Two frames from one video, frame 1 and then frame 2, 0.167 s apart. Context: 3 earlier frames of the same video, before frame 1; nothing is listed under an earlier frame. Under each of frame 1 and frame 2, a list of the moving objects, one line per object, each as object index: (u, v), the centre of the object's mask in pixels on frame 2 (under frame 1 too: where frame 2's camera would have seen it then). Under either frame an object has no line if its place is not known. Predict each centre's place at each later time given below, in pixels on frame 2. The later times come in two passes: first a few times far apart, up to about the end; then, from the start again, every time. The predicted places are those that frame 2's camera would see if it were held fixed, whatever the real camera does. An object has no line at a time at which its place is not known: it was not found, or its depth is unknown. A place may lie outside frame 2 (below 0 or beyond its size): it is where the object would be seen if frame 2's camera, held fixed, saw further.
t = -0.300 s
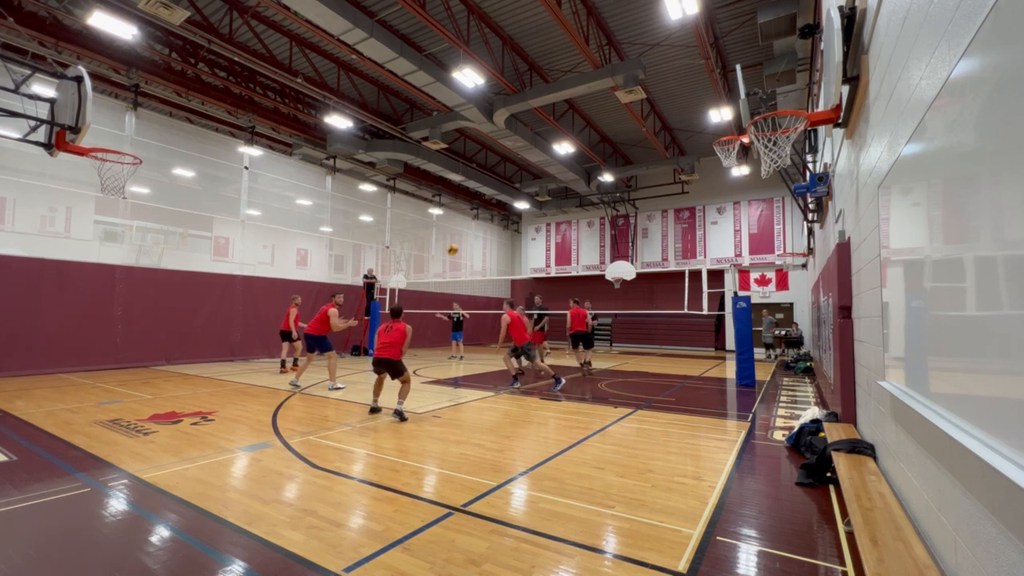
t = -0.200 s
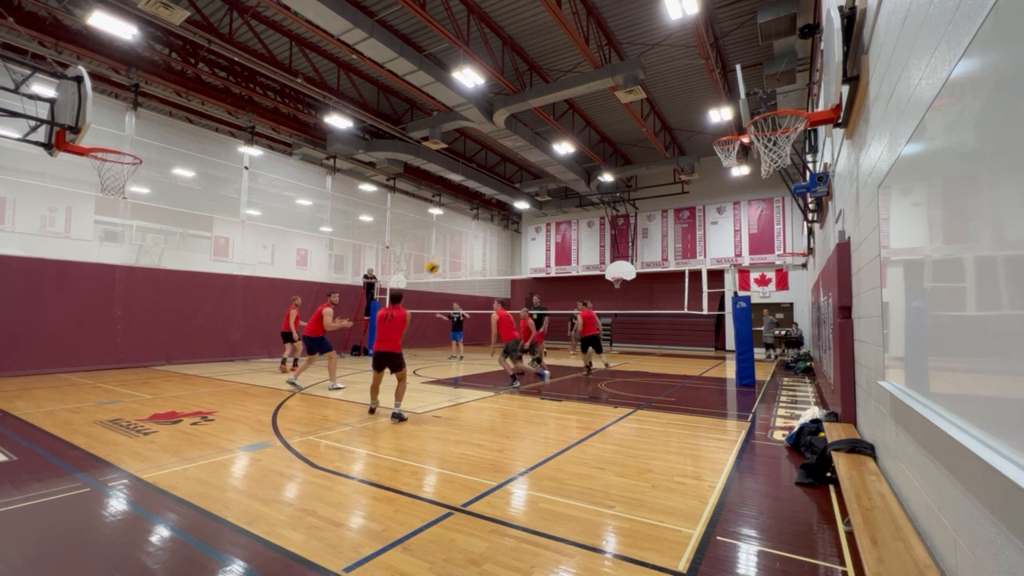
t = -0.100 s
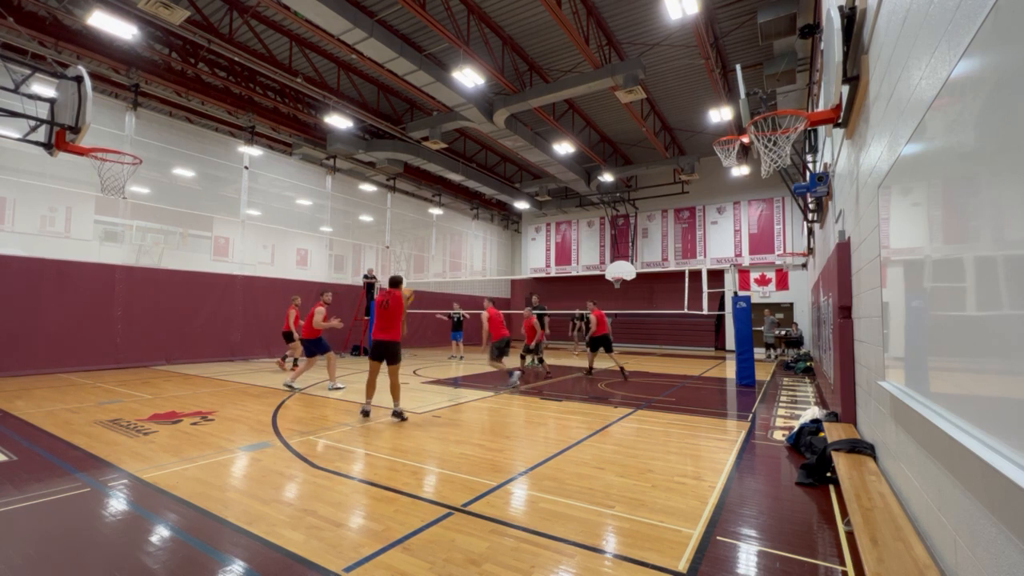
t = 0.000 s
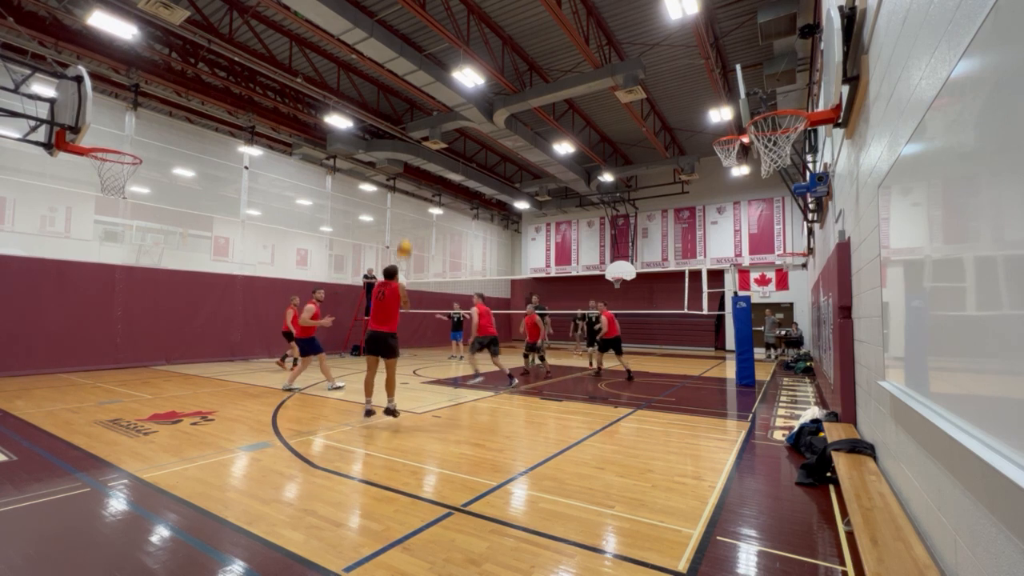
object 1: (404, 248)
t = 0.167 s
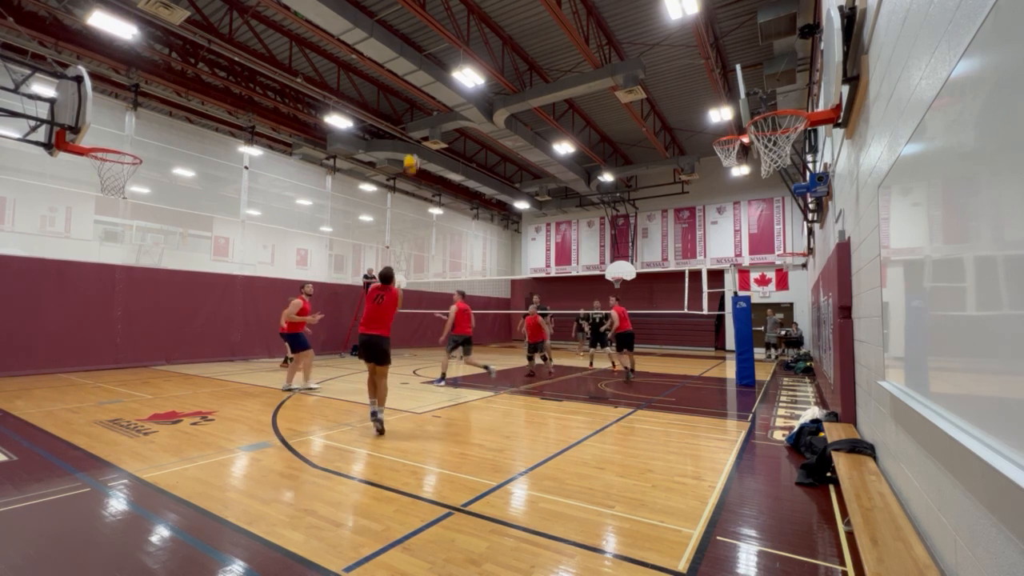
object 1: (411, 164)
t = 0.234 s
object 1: (414, 136)
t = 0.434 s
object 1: (420, 74)
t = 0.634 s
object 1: (425, 43)
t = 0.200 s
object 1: (412, 148)
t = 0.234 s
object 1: (414, 136)
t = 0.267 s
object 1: (414, 123)
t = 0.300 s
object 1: (415, 113)
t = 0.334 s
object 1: (417, 102)
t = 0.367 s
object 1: (418, 93)
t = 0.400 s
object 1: (419, 83)
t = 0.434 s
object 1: (420, 74)
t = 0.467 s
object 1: (421, 68)
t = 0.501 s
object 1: (422, 61)
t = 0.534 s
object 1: (423, 56)
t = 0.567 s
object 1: (423, 51)
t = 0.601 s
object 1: (424, 47)
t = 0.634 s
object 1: (425, 43)
